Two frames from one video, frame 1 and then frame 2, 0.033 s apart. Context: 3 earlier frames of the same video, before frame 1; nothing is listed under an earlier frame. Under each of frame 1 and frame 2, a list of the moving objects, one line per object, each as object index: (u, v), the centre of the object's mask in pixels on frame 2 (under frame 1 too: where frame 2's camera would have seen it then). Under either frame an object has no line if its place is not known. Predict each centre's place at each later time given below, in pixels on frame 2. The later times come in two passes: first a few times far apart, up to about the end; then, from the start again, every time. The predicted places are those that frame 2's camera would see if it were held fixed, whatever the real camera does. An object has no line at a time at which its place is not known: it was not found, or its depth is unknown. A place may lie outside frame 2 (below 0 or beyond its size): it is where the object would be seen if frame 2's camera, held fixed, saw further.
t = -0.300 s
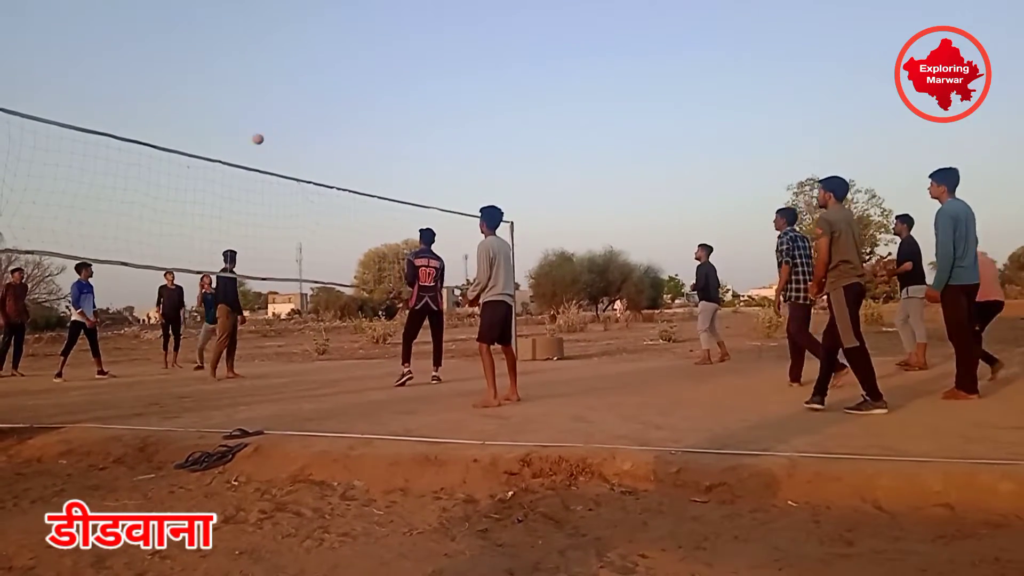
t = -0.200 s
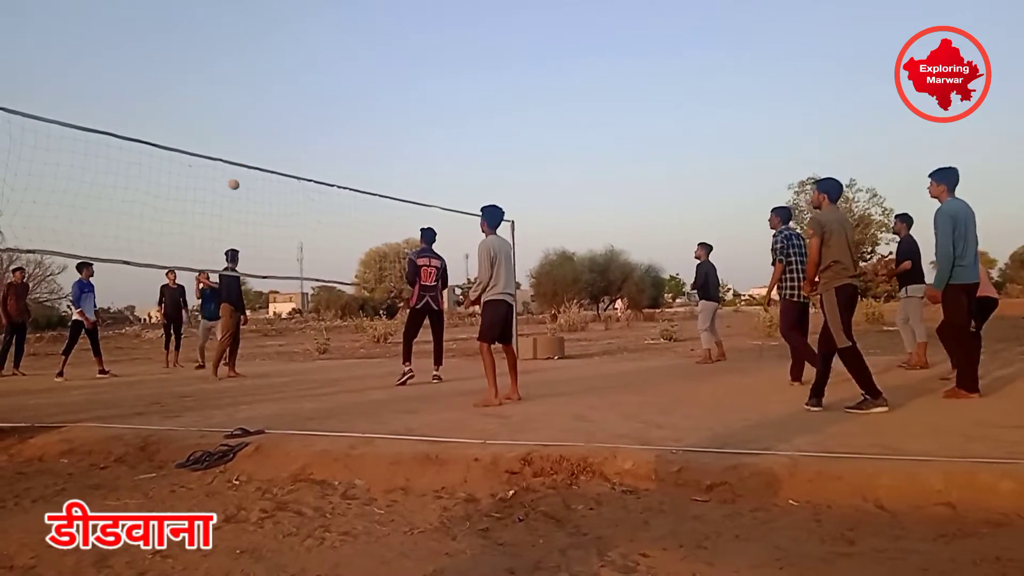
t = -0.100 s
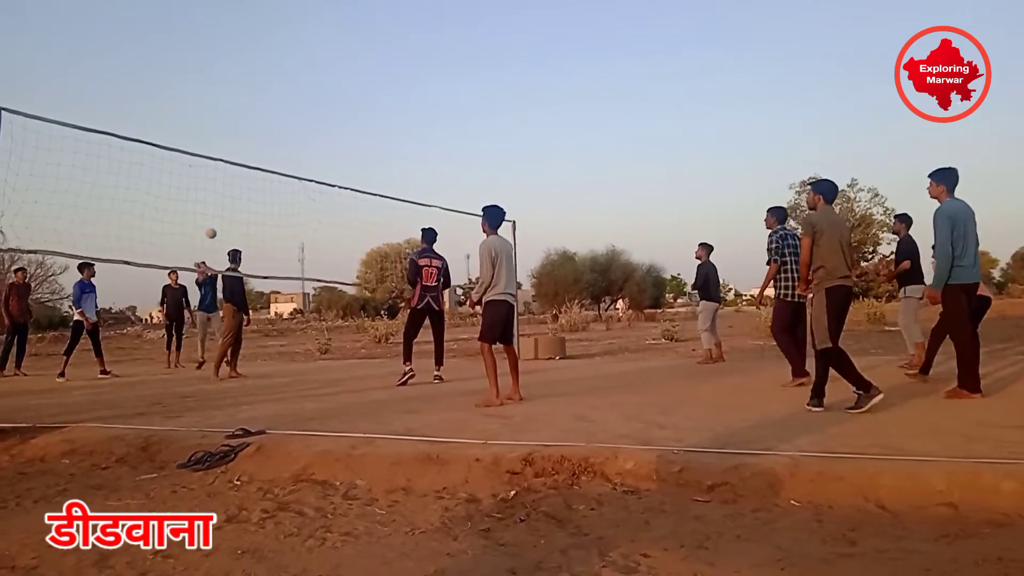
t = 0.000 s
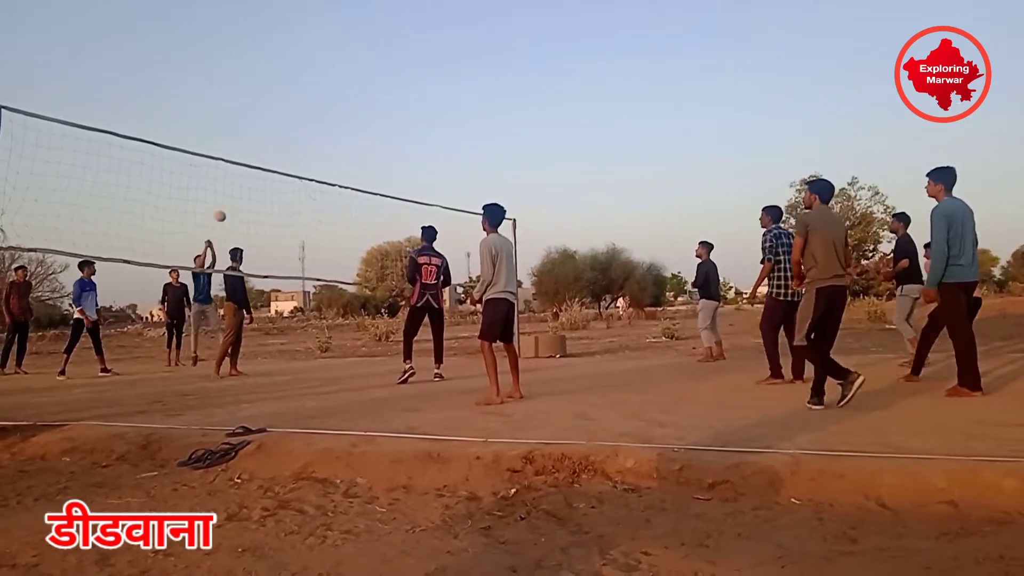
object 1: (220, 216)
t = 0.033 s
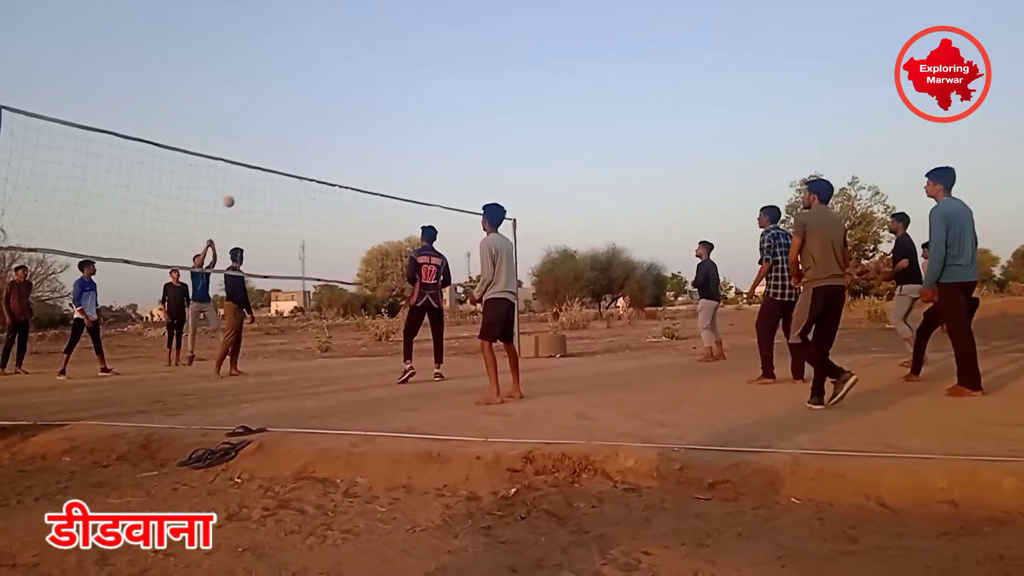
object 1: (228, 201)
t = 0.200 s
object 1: (273, 135)
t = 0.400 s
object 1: (332, 74)
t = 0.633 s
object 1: (411, 36)
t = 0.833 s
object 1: (488, 32)
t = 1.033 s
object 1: (574, 63)
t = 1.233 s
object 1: (670, 135)
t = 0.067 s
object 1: (237, 187)
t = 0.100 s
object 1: (245, 173)
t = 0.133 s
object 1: (255, 159)
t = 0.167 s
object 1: (264, 147)
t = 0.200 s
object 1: (273, 135)
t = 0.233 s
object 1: (282, 123)
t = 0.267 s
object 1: (292, 112)
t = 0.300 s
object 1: (302, 102)
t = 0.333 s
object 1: (312, 92)
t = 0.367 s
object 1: (322, 83)
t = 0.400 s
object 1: (332, 74)
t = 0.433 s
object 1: (344, 67)
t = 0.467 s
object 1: (354, 60)
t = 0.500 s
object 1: (365, 54)
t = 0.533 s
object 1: (376, 48)
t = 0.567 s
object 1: (388, 43)
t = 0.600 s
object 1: (399, 39)
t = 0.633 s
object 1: (411, 36)
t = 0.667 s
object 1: (423, 33)
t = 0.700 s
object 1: (436, 31)
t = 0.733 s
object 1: (449, 30)
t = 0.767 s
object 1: (462, 30)
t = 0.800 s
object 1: (474, 31)
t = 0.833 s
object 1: (488, 32)
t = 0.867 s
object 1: (502, 35)
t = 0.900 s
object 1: (515, 39)
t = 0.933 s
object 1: (529, 44)
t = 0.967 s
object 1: (544, 49)
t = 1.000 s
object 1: (559, 55)
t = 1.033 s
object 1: (574, 63)
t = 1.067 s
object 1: (589, 73)
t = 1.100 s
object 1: (605, 82)
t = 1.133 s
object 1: (621, 93)
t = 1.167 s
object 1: (637, 106)
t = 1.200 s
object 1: (653, 120)
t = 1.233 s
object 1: (670, 135)
